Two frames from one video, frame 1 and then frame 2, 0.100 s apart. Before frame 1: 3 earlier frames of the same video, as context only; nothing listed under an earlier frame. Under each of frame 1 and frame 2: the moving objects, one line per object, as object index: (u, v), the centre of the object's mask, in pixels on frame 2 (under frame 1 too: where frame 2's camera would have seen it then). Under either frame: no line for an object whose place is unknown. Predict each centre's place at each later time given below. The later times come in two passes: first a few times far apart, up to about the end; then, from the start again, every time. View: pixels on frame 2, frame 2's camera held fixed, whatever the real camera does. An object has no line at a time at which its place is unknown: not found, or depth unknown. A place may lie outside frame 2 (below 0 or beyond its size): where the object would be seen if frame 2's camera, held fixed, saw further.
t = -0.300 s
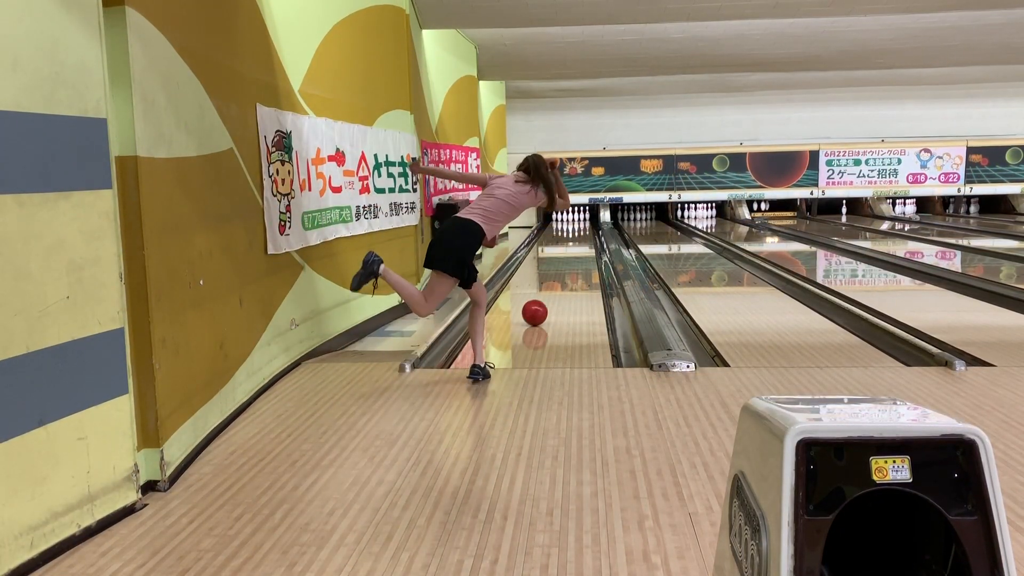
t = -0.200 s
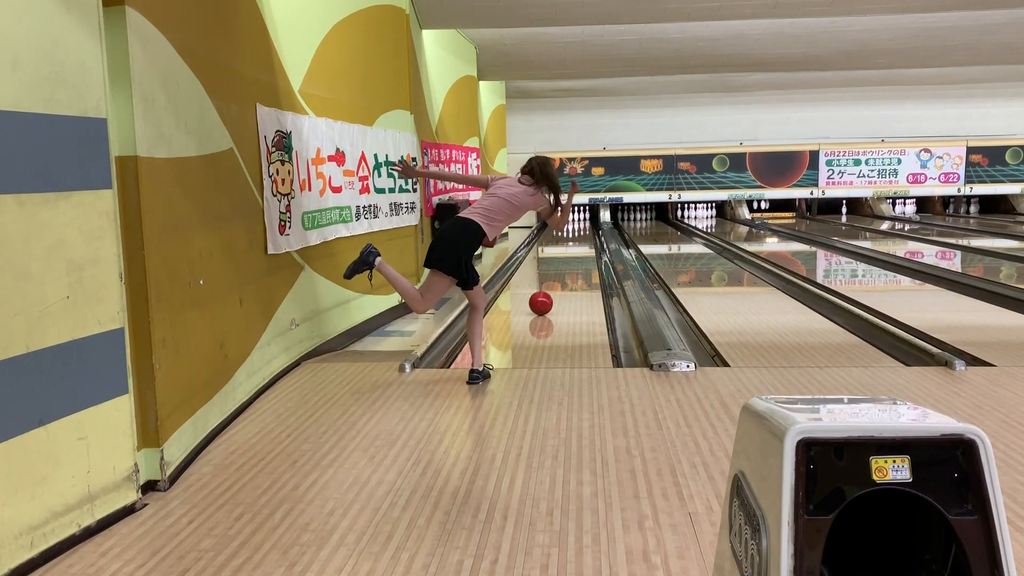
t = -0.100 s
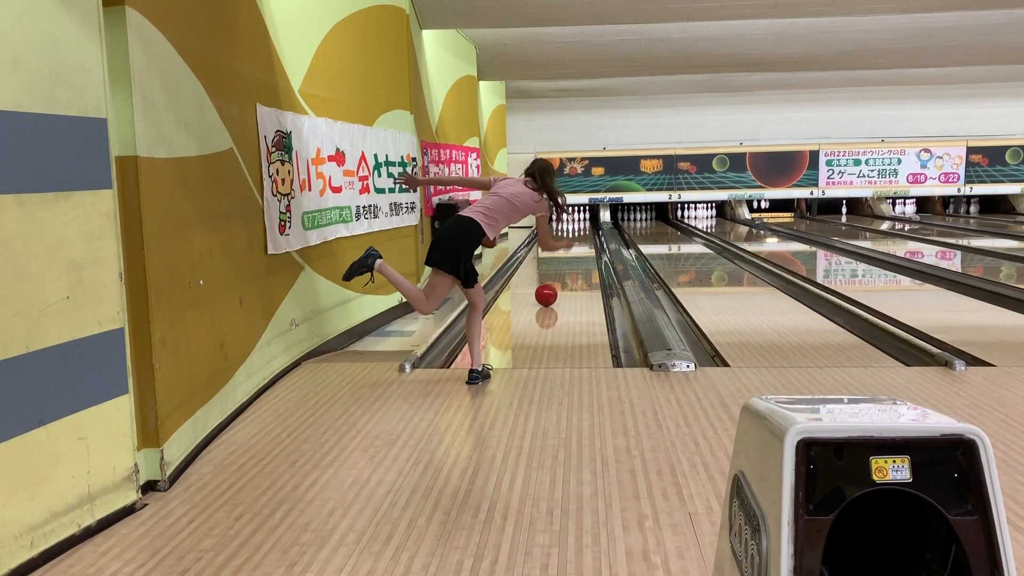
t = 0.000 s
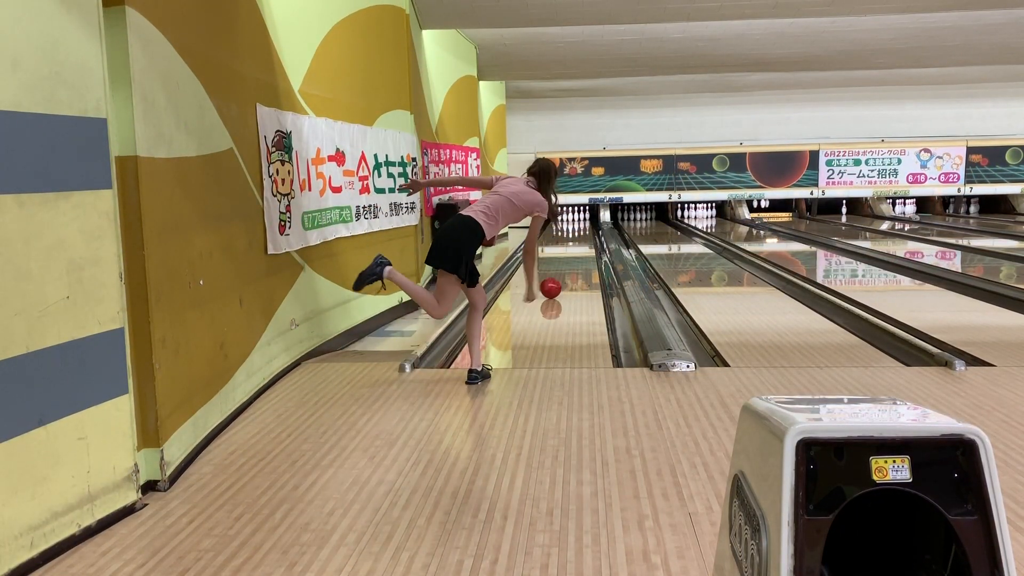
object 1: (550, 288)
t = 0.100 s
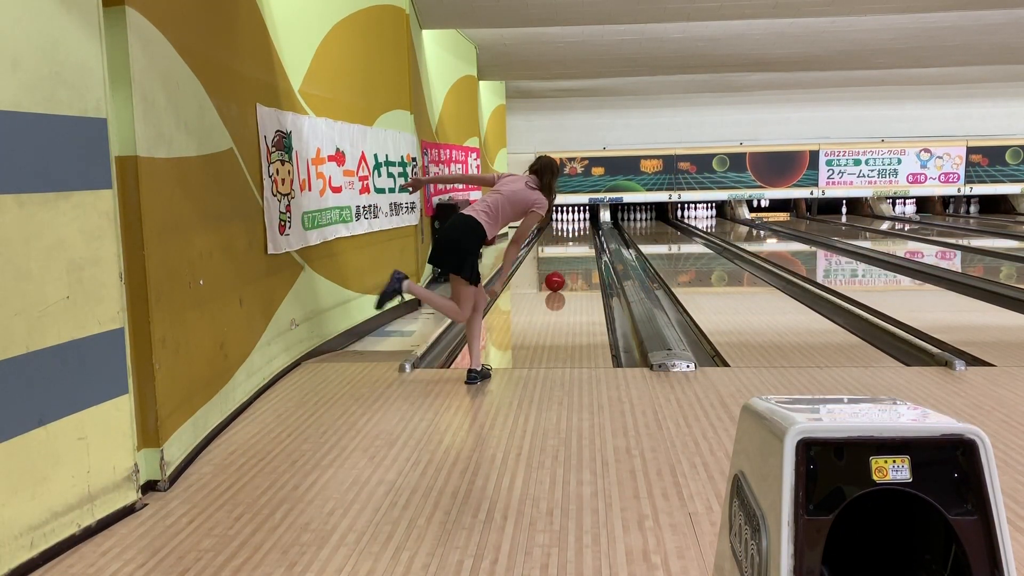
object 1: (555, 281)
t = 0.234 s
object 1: (559, 274)
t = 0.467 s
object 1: (566, 264)
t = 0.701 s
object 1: (571, 255)
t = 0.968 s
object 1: (576, 247)
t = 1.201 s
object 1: (578, 241)
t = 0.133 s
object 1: (556, 279)
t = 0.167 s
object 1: (557, 278)
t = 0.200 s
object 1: (558, 276)
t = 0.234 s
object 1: (559, 274)
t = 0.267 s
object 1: (560, 273)
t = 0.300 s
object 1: (561, 271)
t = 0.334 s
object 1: (562, 269)
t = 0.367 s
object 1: (563, 268)
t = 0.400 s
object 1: (564, 266)
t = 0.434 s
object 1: (565, 265)
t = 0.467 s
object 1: (566, 264)
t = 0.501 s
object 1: (567, 262)
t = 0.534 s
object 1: (568, 261)
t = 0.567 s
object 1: (572, 259)
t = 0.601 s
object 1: (565, 260)
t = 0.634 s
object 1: (568, 258)
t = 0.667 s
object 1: (570, 256)
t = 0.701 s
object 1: (571, 255)
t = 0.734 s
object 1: (572, 253)
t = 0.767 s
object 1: (572, 253)
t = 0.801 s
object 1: (573, 252)
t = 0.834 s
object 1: (573, 251)
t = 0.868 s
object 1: (574, 250)
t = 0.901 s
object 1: (574, 249)
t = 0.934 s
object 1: (575, 248)
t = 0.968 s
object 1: (576, 247)
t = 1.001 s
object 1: (576, 246)
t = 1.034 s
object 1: (576, 245)
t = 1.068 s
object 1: (577, 245)
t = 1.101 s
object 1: (578, 244)
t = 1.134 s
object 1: (578, 243)
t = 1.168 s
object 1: (578, 242)
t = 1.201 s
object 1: (578, 241)
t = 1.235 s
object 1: (579, 241)
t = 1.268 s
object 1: (580, 240)
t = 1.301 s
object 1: (580, 239)
